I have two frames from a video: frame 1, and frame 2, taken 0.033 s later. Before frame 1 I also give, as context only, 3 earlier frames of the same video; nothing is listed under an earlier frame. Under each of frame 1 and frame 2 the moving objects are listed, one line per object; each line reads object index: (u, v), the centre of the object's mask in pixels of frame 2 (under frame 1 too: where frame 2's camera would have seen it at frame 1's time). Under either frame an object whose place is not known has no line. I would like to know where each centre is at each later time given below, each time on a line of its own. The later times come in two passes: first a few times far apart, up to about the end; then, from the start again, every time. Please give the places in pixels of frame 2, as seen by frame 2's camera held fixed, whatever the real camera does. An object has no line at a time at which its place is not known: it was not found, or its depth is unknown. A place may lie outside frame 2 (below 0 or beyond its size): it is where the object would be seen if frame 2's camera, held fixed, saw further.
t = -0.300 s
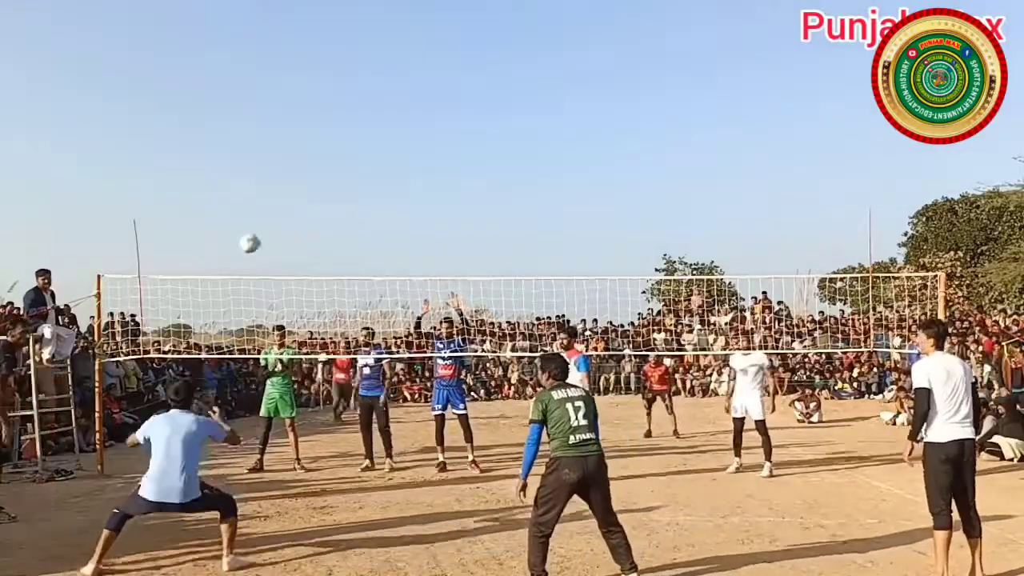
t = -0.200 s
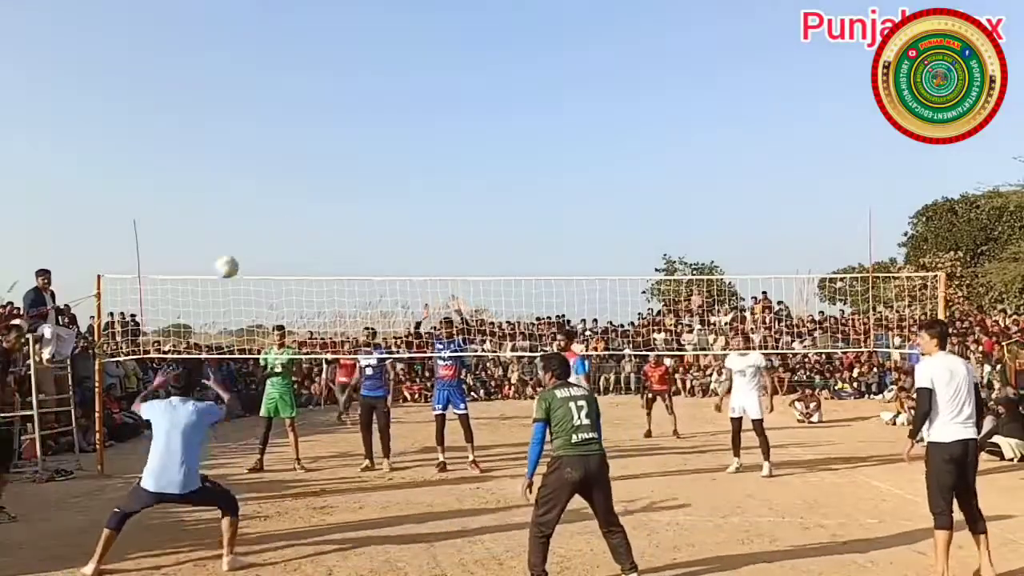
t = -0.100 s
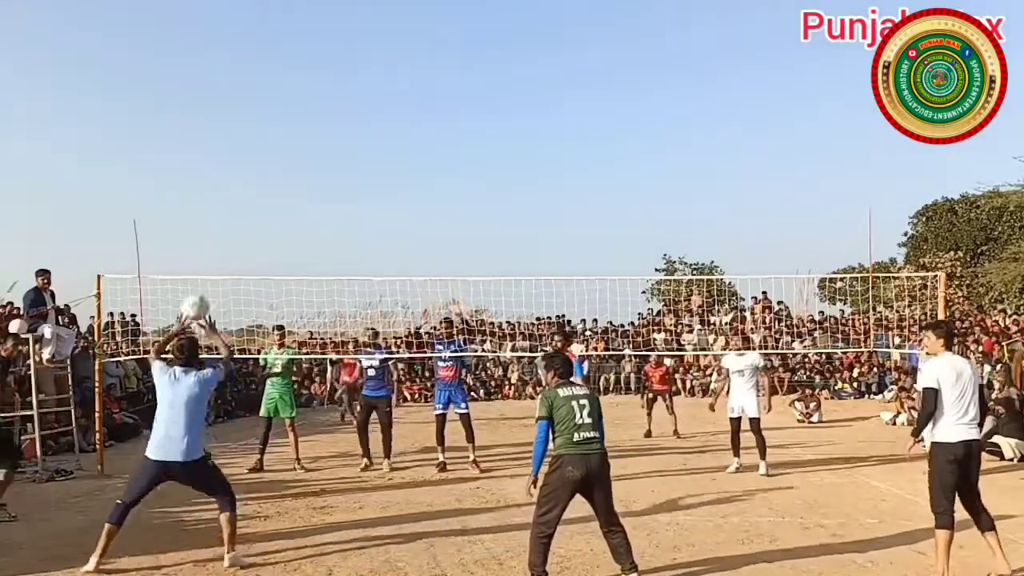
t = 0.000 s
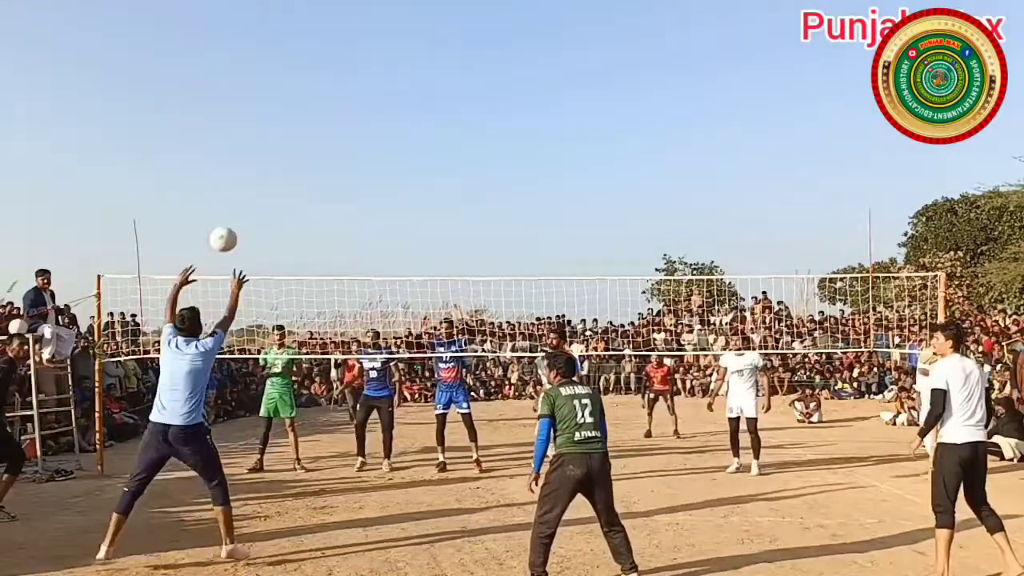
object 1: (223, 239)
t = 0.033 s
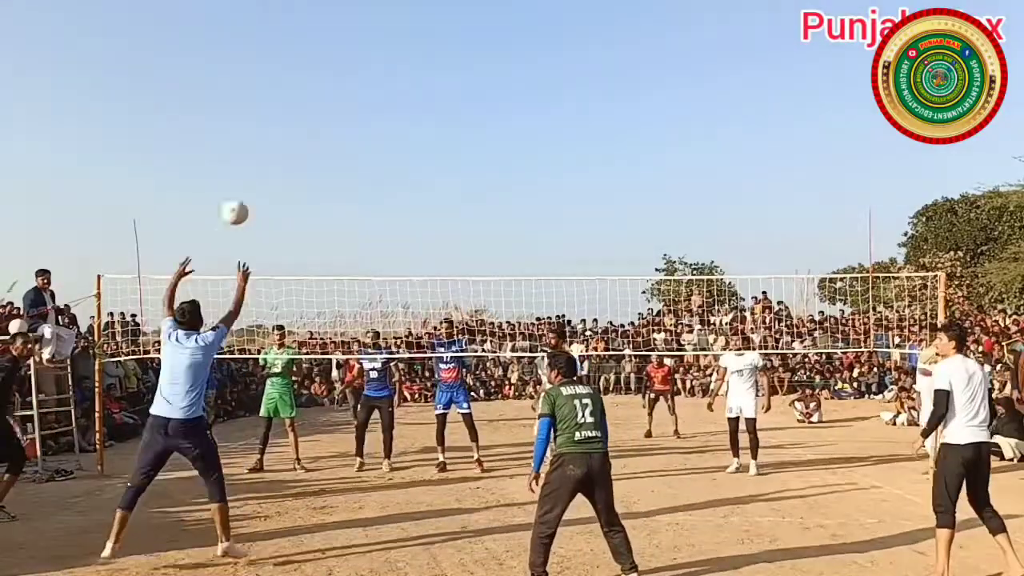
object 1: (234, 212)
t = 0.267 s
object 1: (303, 77)
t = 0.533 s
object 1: (365, 12)
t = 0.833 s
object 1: (423, 28)
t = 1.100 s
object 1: (467, 108)
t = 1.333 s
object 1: (499, 217)
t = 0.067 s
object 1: (245, 188)
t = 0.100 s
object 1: (256, 165)
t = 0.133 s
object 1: (267, 144)
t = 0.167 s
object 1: (276, 124)
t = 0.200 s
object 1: (286, 107)
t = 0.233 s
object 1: (295, 91)
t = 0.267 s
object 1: (303, 77)
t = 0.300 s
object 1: (312, 64)
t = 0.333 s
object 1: (320, 52)
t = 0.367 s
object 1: (328, 43)
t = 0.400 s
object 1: (336, 34)
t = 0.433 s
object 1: (344, 27)
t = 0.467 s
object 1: (351, 20)
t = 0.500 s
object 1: (358, 15)
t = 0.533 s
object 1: (365, 12)
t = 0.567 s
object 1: (372, 10)
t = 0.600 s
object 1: (378, 9)
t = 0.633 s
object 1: (385, 8)
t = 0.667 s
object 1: (392, 9)
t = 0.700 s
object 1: (398, 10)
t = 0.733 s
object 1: (404, 11)
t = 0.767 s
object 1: (411, 14)
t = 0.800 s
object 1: (417, 22)
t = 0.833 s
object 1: (423, 28)
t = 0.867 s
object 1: (429, 35)
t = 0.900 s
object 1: (434, 43)
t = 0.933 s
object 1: (440, 51)
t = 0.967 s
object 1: (445, 61)
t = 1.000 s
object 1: (451, 72)
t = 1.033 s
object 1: (456, 83)
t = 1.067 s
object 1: (461, 95)
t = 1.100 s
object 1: (467, 108)
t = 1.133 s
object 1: (472, 121)
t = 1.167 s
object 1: (476, 136)
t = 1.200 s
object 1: (481, 150)
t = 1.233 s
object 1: (486, 166)
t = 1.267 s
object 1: (490, 182)
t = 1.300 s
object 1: (494, 200)
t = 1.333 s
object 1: (499, 217)
